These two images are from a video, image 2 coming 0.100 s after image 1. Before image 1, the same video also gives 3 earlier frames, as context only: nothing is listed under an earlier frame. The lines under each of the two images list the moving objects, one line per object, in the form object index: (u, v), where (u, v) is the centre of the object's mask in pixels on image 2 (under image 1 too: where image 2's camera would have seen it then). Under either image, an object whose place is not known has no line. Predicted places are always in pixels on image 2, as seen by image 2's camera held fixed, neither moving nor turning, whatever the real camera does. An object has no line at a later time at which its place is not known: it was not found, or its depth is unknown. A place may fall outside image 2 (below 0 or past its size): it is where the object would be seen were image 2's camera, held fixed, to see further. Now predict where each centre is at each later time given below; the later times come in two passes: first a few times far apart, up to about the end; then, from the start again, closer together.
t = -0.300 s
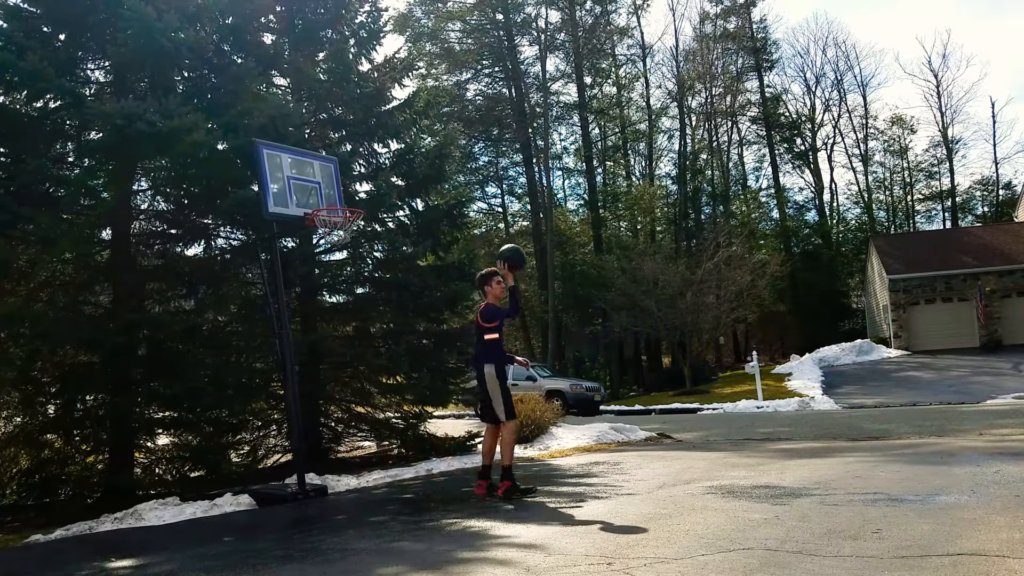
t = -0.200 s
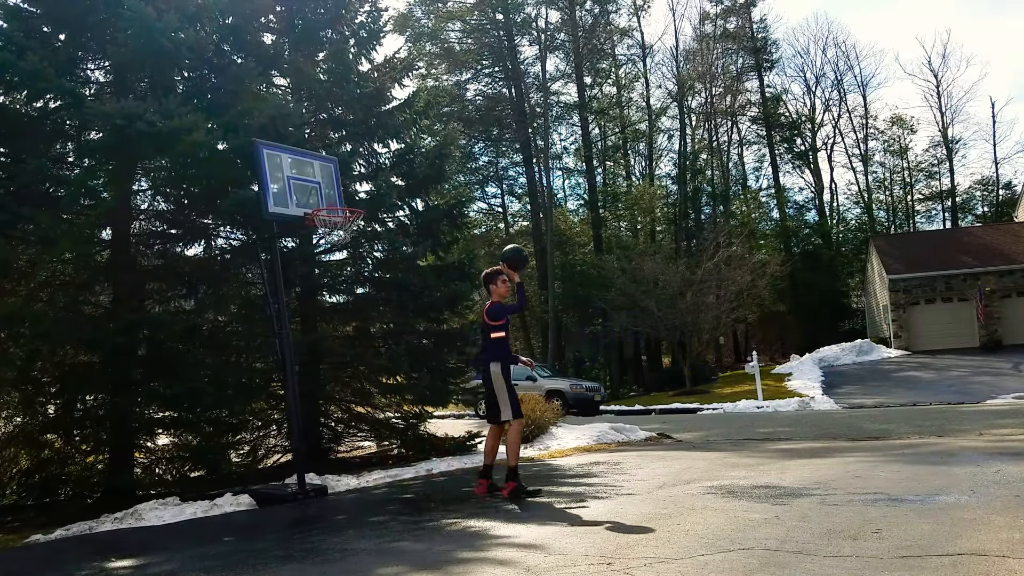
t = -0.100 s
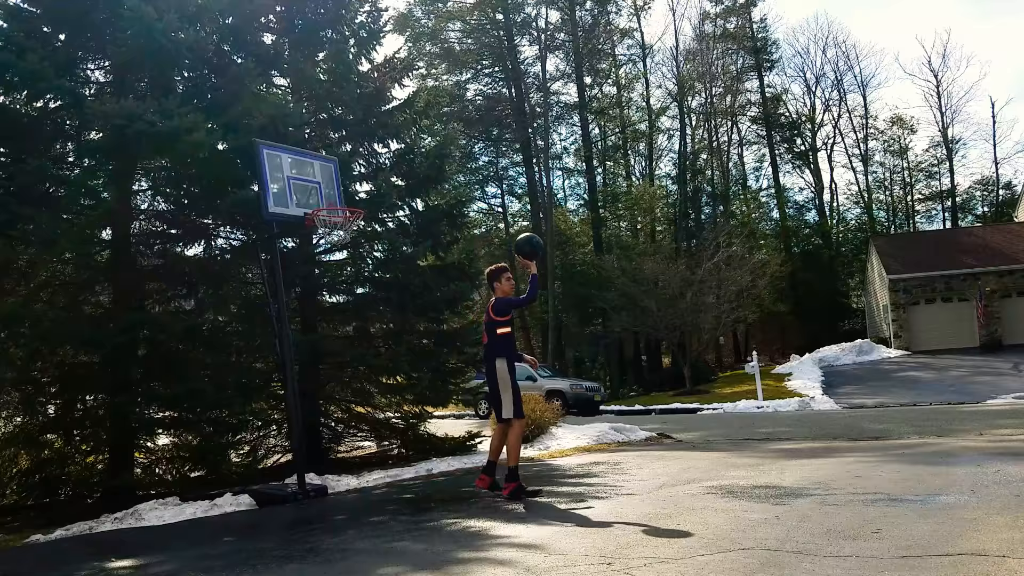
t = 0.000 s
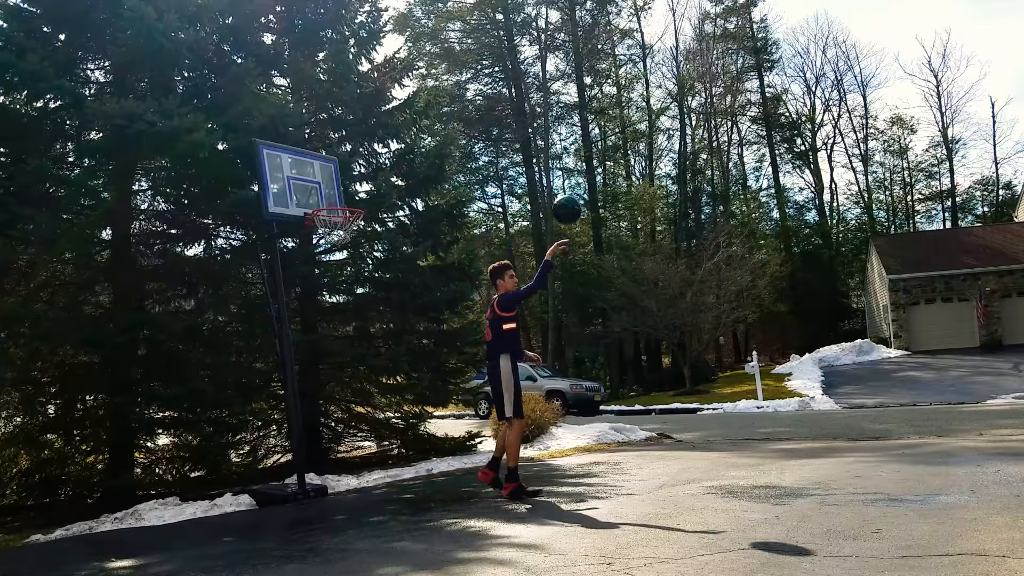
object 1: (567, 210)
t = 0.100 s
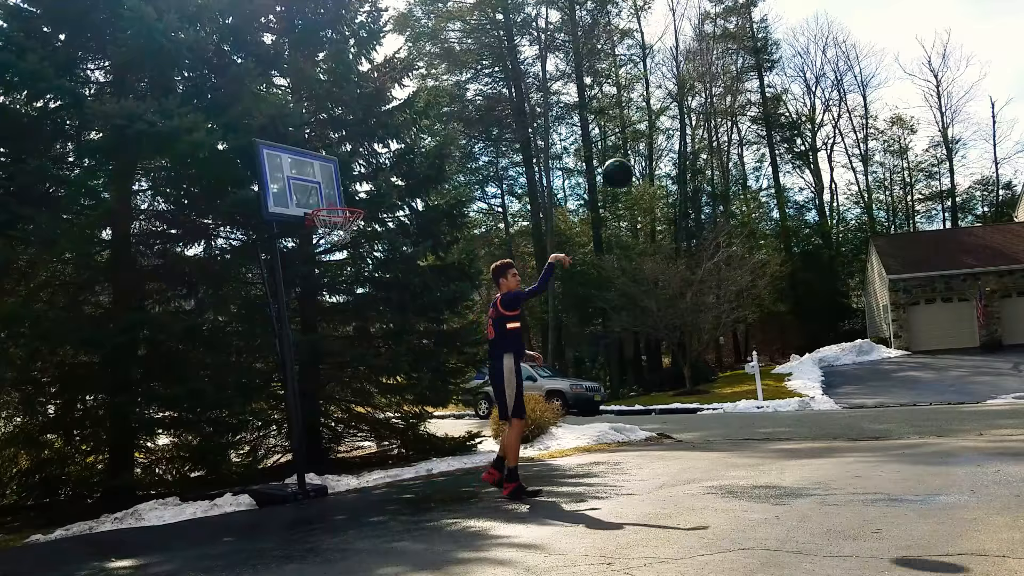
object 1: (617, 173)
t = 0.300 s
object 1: (732, 135)
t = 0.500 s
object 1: (869, 149)
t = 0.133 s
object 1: (635, 164)
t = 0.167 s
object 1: (654, 155)
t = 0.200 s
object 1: (673, 148)
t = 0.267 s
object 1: (712, 138)
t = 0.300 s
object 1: (732, 135)
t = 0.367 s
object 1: (776, 132)
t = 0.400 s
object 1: (798, 134)
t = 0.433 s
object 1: (821, 137)
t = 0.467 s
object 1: (845, 142)
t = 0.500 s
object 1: (869, 149)
